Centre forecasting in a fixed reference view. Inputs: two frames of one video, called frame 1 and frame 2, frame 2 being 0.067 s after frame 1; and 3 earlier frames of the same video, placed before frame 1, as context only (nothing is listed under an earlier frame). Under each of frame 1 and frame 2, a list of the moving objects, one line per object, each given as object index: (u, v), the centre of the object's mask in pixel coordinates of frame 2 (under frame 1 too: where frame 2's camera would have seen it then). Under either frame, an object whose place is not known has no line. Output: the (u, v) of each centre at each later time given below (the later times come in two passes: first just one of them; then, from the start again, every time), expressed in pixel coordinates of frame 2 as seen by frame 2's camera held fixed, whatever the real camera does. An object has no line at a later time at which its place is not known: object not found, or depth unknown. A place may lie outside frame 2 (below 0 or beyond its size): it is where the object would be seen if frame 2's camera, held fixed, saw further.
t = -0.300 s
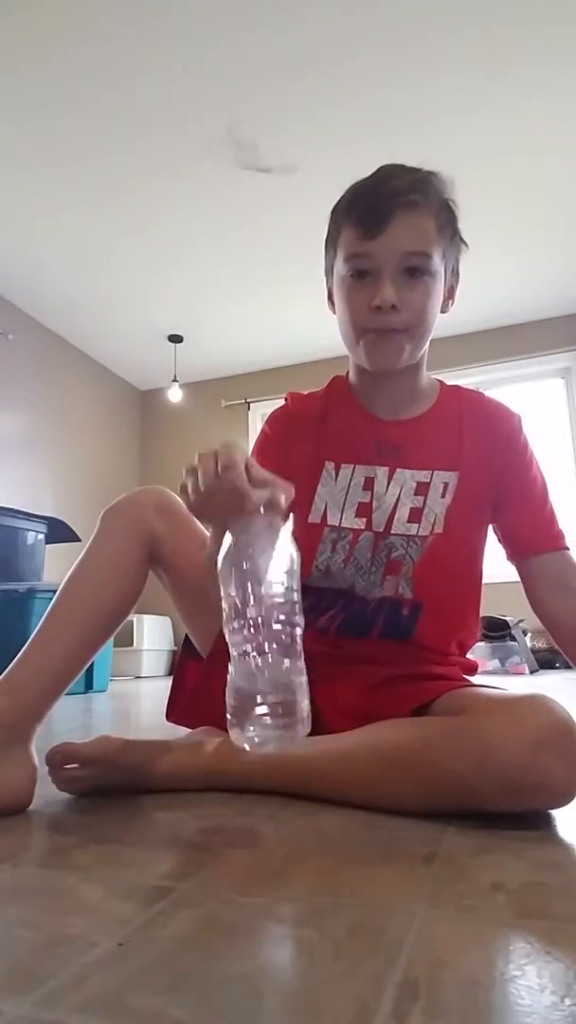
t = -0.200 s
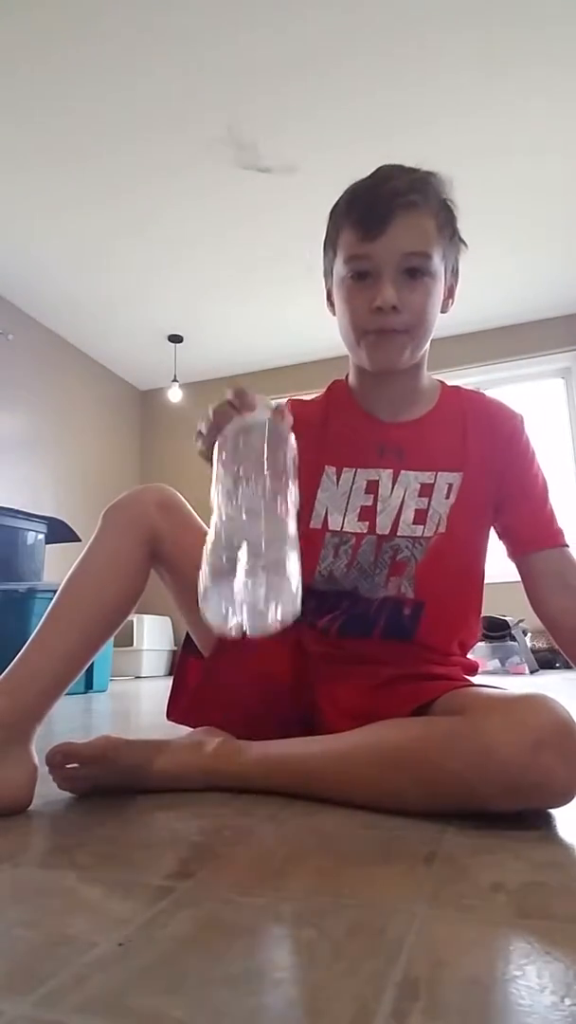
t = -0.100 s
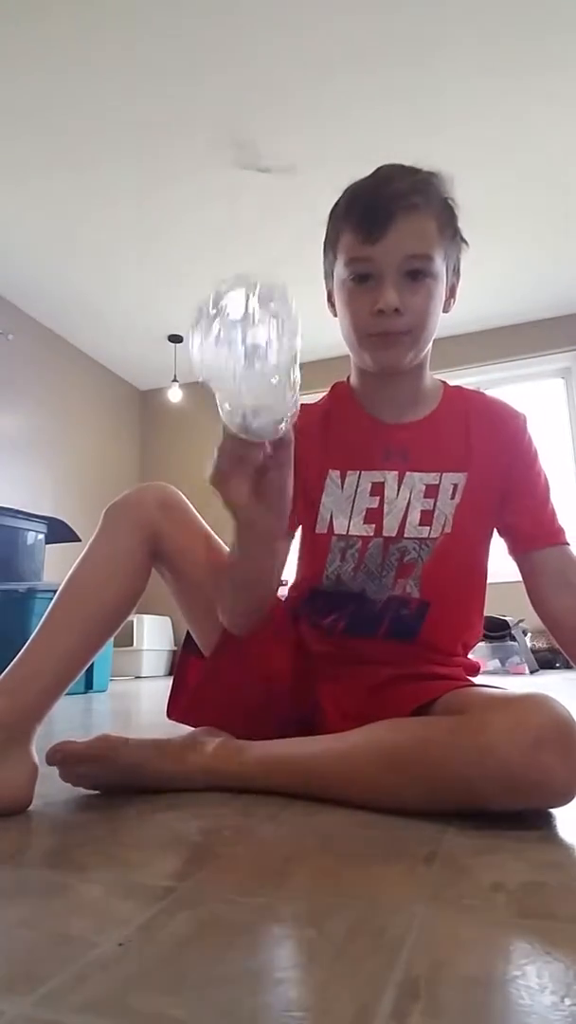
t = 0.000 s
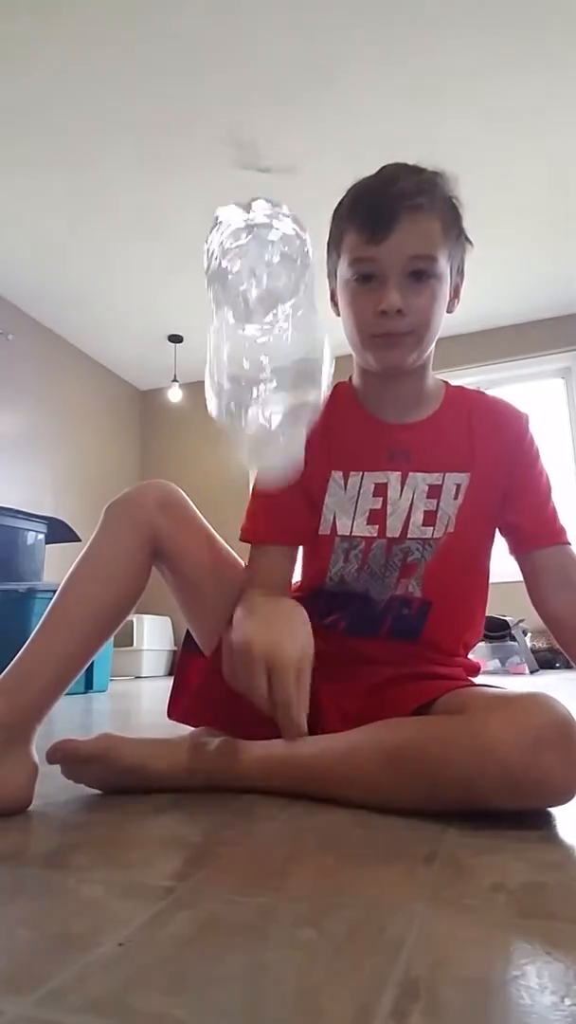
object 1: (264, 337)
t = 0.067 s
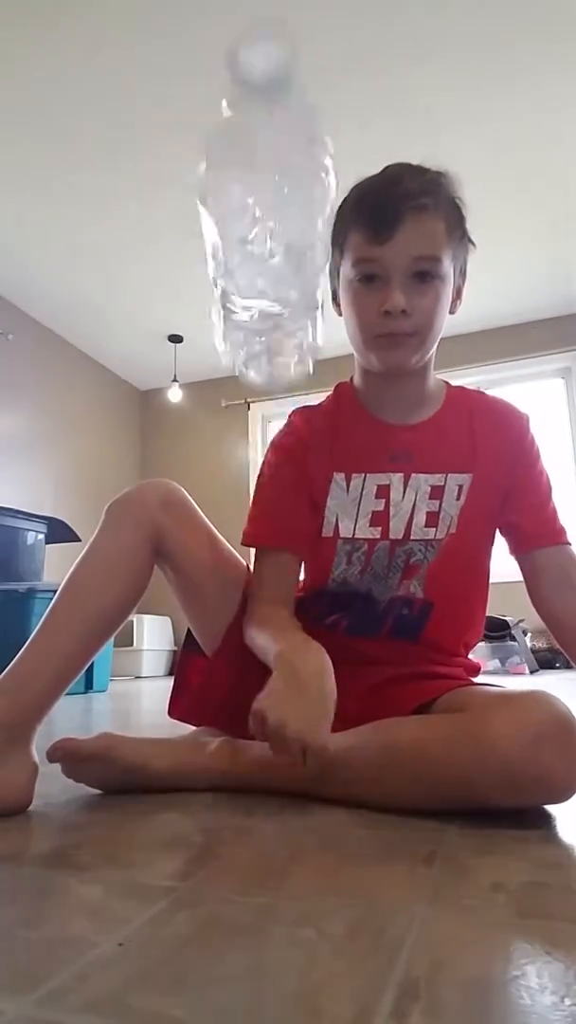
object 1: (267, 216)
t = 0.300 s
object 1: (311, 807)
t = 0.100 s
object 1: (265, 245)
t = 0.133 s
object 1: (271, 319)
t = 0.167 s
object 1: (279, 427)
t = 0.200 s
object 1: (291, 577)
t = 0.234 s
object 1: (304, 771)
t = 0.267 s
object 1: (309, 804)
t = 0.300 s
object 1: (311, 807)
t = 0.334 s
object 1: (313, 806)
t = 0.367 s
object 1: (316, 806)
